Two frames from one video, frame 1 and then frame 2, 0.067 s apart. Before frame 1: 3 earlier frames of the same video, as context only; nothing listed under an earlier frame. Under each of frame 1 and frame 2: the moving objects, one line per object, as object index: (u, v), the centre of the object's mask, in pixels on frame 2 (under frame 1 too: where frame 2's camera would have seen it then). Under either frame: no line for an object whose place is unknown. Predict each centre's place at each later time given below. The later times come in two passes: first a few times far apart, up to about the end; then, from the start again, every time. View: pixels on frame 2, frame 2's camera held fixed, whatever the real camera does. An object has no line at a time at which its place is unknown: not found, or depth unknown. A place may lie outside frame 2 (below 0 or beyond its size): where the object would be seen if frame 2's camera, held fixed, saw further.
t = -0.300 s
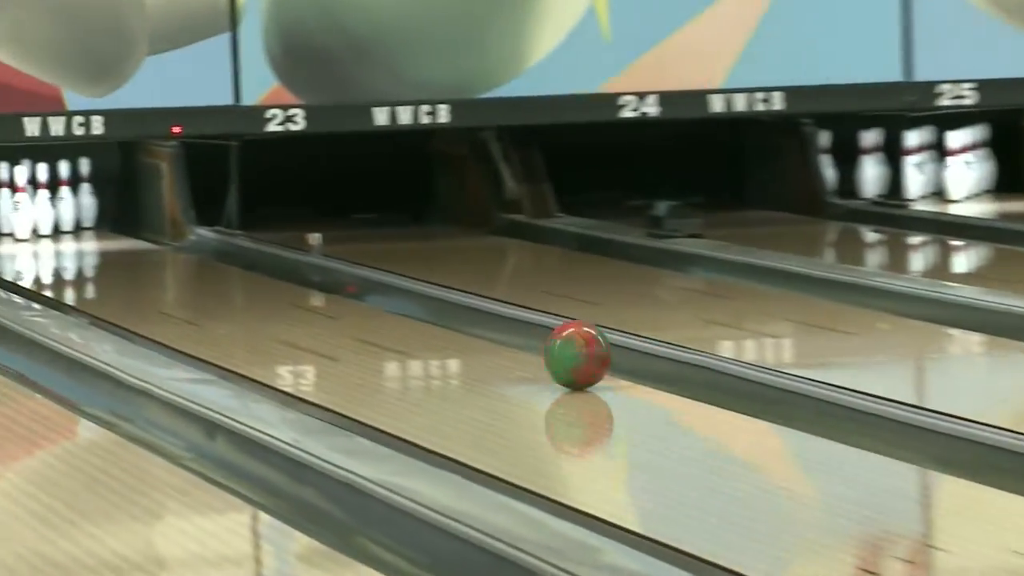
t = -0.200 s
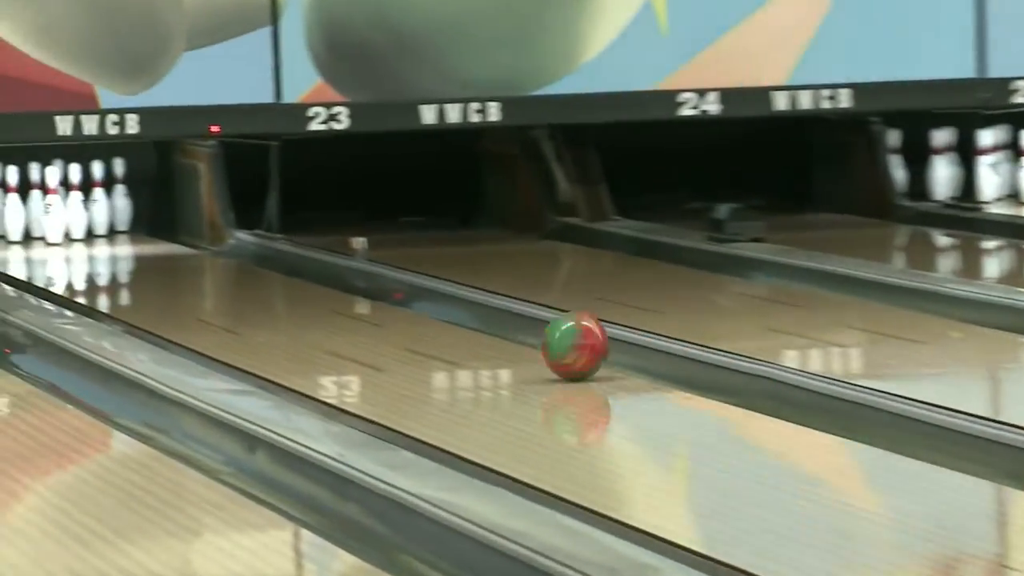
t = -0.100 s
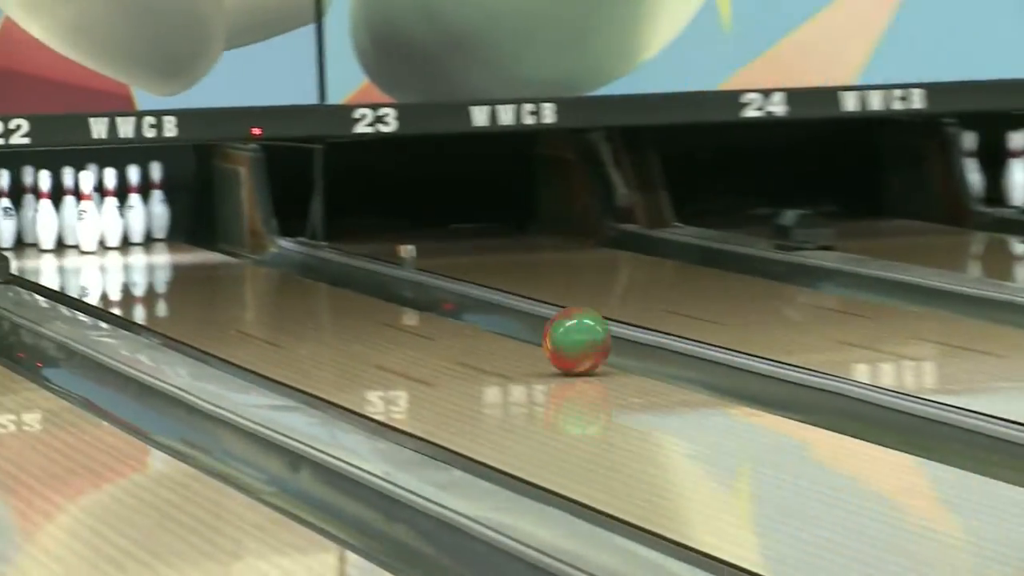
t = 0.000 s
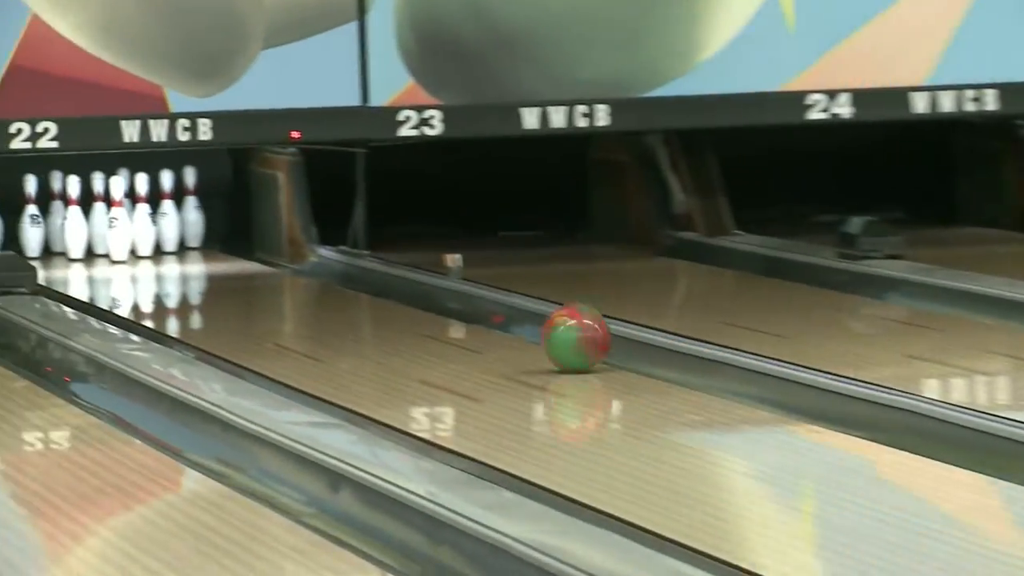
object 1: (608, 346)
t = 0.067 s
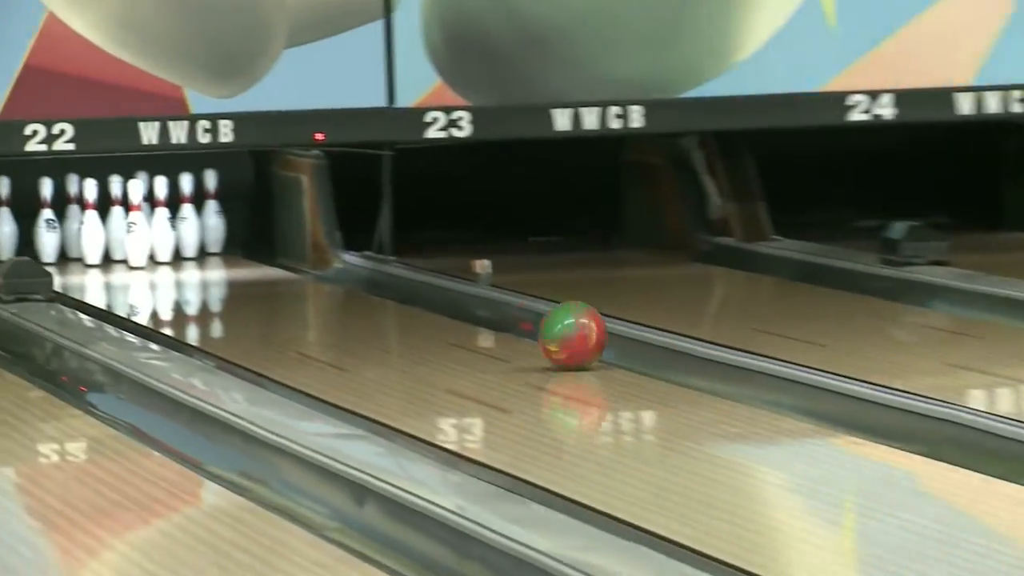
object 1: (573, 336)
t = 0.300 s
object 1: (457, 302)
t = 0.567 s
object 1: (331, 274)
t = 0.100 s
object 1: (555, 330)
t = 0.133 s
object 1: (538, 326)
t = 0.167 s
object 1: (522, 320)
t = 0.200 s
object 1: (505, 316)
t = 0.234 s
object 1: (489, 311)
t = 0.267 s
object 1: (472, 306)
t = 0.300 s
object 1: (457, 302)
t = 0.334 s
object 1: (441, 297)
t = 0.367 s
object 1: (425, 293)
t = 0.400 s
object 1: (409, 290)
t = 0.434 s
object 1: (393, 287)
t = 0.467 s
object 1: (377, 282)
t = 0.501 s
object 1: (361, 279)
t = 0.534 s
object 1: (345, 277)
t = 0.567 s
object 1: (331, 274)
